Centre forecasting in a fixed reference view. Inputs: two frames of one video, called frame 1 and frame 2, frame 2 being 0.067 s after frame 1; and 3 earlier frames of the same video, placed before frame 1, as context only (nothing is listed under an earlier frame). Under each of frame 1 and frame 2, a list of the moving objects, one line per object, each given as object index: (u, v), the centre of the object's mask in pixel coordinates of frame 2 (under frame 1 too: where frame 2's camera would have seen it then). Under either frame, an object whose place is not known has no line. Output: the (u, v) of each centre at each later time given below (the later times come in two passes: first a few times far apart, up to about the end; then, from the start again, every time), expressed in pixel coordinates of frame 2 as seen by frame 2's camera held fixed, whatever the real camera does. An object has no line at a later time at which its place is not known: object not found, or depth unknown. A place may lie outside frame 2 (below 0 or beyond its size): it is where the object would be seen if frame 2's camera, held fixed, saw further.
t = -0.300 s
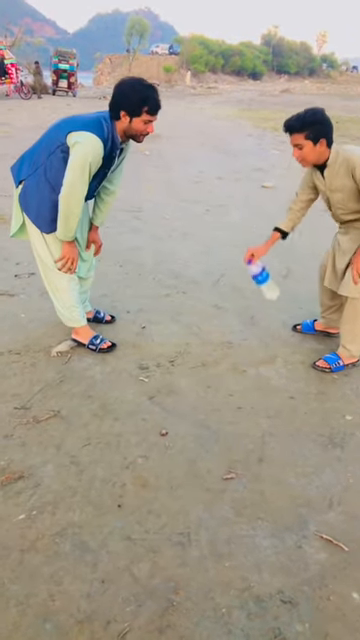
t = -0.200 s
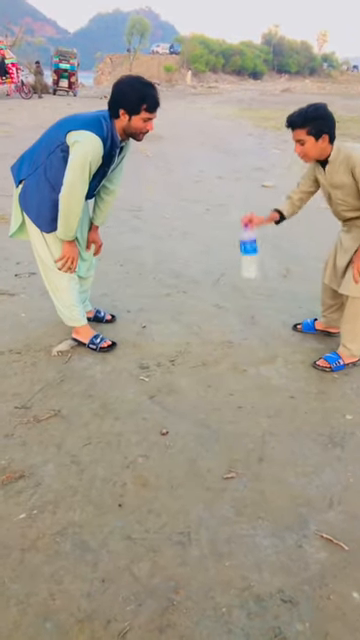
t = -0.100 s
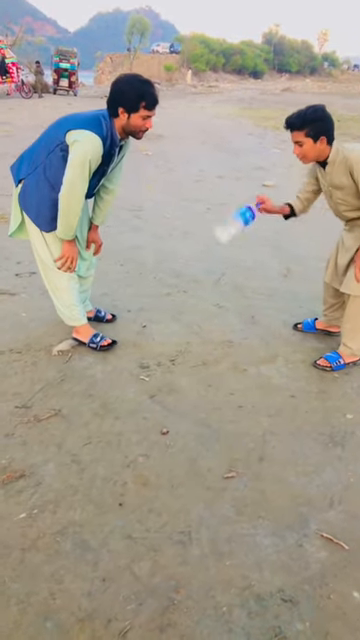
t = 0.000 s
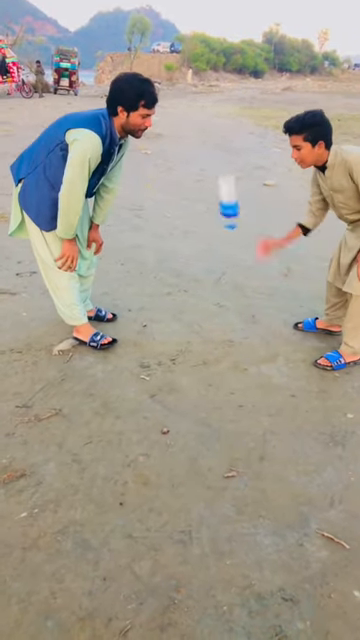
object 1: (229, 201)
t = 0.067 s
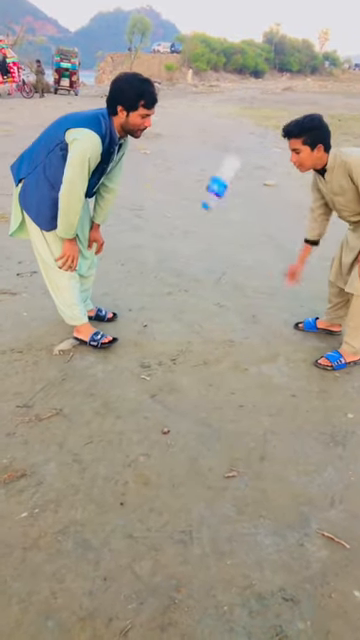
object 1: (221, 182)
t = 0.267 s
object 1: (216, 180)
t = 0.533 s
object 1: (207, 303)
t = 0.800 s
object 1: (204, 325)
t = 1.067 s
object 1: (204, 325)
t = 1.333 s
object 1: (204, 326)
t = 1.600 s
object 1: (204, 325)
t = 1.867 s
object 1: (204, 325)
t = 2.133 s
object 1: (204, 325)
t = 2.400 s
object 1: (204, 325)
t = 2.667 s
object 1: (204, 325)
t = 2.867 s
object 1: (204, 325)
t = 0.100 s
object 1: (220, 175)
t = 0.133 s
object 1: (219, 170)
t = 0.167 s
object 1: (219, 169)
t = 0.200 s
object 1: (217, 171)
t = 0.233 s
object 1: (217, 174)
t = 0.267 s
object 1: (216, 180)
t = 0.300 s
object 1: (216, 189)
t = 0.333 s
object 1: (215, 200)
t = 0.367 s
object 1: (214, 213)
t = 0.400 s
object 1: (213, 227)
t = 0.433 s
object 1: (211, 244)
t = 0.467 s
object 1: (210, 263)
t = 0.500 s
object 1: (209, 282)
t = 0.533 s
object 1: (207, 303)
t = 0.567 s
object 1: (205, 324)
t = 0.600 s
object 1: (205, 325)
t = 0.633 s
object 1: (204, 325)
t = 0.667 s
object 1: (204, 324)
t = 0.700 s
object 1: (204, 324)
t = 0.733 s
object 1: (204, 324)
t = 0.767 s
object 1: (204, 324)
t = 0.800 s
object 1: (204, 325)
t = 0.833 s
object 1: (204, 325)
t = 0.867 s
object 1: (204, 326)
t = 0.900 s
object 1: (204, 326)
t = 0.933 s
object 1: (204, 326)
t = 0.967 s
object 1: (204, 326)
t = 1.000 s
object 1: (204, 326)
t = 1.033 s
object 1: (204, 326)
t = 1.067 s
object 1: (204, 325)
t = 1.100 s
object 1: (204, 325)
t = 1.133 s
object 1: (204, 325)
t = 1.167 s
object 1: (204, 325)
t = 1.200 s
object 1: (204, 325)
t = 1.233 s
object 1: (204, 325)
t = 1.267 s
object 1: (204, 325)
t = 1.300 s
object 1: (204, 326)
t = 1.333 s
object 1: (204, 326)
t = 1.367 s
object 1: (204, 325)
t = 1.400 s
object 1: (204, 325)
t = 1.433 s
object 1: (204, 326)
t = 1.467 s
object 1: (204, 325)
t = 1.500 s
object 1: (204, 325)
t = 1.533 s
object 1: (204, 325)
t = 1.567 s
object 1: (204, 325)
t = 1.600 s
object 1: (204, 325)
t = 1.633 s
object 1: (204, 325)
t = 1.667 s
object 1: (204, 325)
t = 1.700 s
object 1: (204, 325)
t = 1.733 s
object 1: (204, 325)
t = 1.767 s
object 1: (204, 325)
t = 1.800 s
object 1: (204, 326)
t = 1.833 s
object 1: (204, 325)
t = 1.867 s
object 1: (204, 325)
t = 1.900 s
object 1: (204, 325)
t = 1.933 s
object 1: (204, 325)
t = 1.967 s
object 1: (204, 325)
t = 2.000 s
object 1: (204, 325)
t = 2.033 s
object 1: (204, 325)
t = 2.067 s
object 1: (204, 325)
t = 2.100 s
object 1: (204, 325)
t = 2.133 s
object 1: (204, 325)
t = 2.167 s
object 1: (204, 325)
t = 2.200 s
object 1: (204, 325)
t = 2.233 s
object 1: (204, 325)
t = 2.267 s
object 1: (204, 326)
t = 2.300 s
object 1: (204, 325)
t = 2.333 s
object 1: (204, 325)
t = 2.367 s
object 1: (204, 326)
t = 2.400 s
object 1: (204, 325)
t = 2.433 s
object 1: (204, 325)
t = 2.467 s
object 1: (204, 325)
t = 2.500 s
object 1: (204, 325)
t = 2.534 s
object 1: (204, 325)
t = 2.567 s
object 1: (204, 325)
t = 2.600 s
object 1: (204, 325)
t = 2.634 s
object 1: (204, 325)
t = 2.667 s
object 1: (204, 325)
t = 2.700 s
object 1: (204, 325)
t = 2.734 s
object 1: (204, 325)
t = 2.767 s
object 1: (204, 325)
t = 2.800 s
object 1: (204, 325)
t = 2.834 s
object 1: (204, 325)
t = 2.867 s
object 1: (204, 325)
